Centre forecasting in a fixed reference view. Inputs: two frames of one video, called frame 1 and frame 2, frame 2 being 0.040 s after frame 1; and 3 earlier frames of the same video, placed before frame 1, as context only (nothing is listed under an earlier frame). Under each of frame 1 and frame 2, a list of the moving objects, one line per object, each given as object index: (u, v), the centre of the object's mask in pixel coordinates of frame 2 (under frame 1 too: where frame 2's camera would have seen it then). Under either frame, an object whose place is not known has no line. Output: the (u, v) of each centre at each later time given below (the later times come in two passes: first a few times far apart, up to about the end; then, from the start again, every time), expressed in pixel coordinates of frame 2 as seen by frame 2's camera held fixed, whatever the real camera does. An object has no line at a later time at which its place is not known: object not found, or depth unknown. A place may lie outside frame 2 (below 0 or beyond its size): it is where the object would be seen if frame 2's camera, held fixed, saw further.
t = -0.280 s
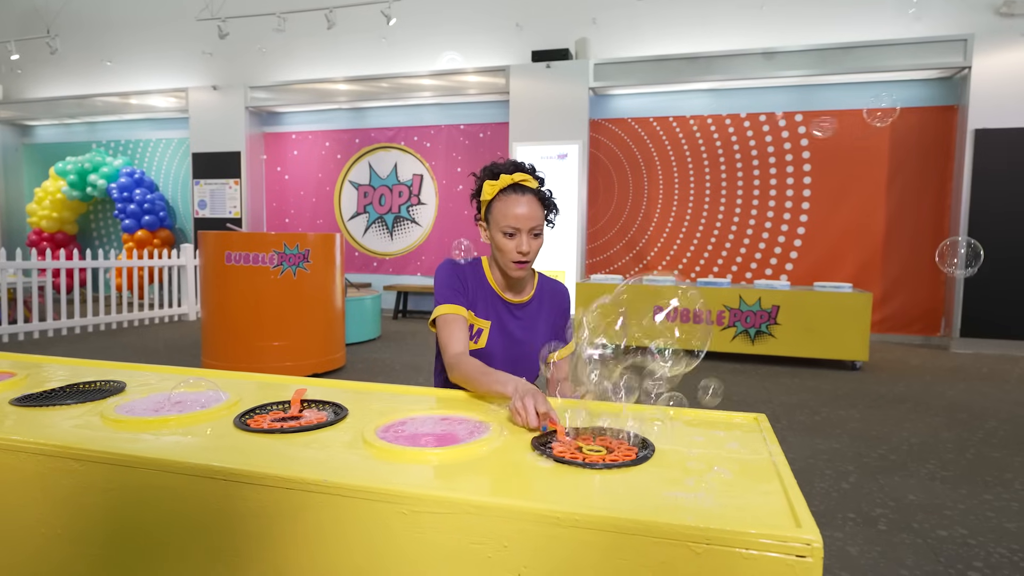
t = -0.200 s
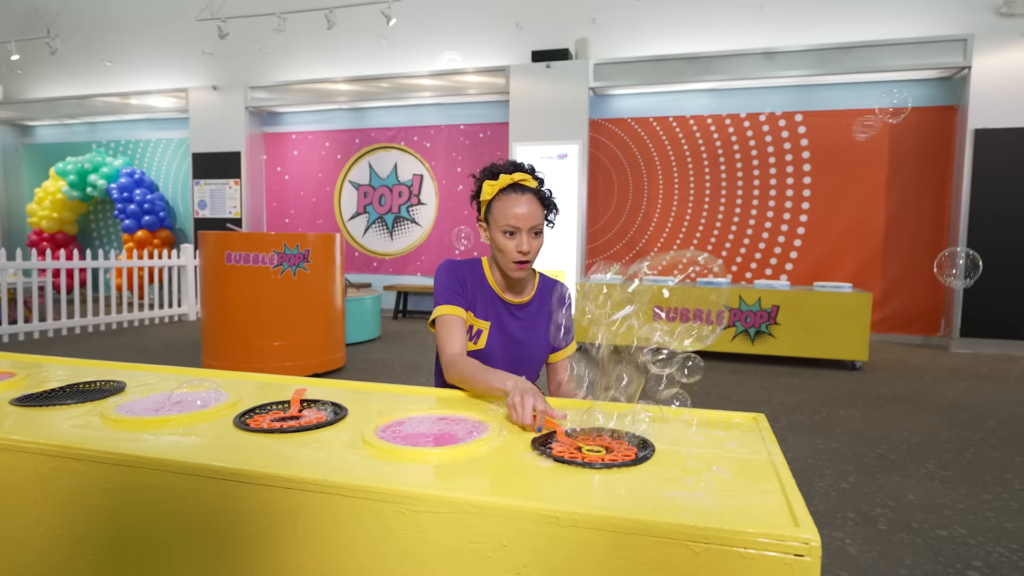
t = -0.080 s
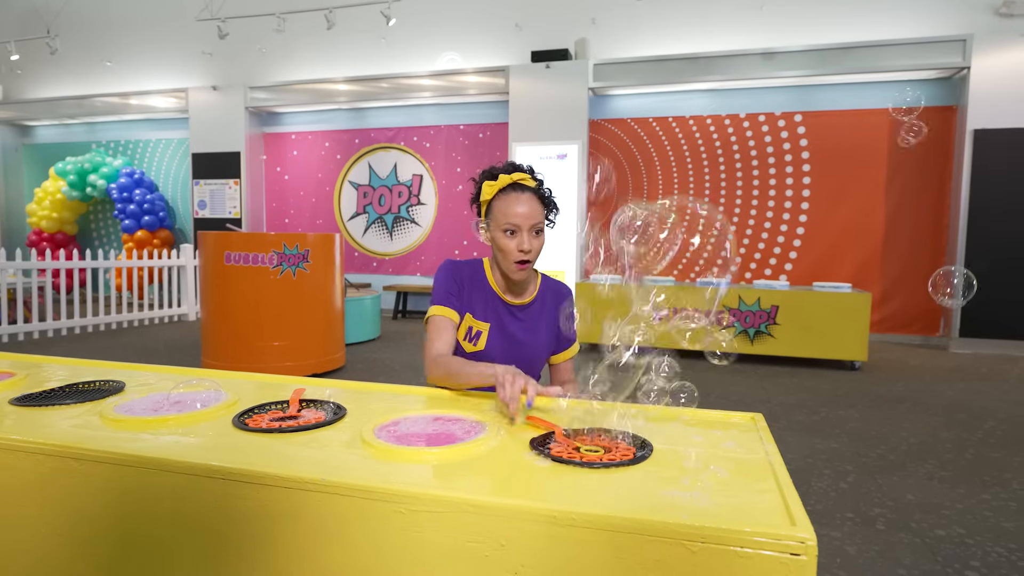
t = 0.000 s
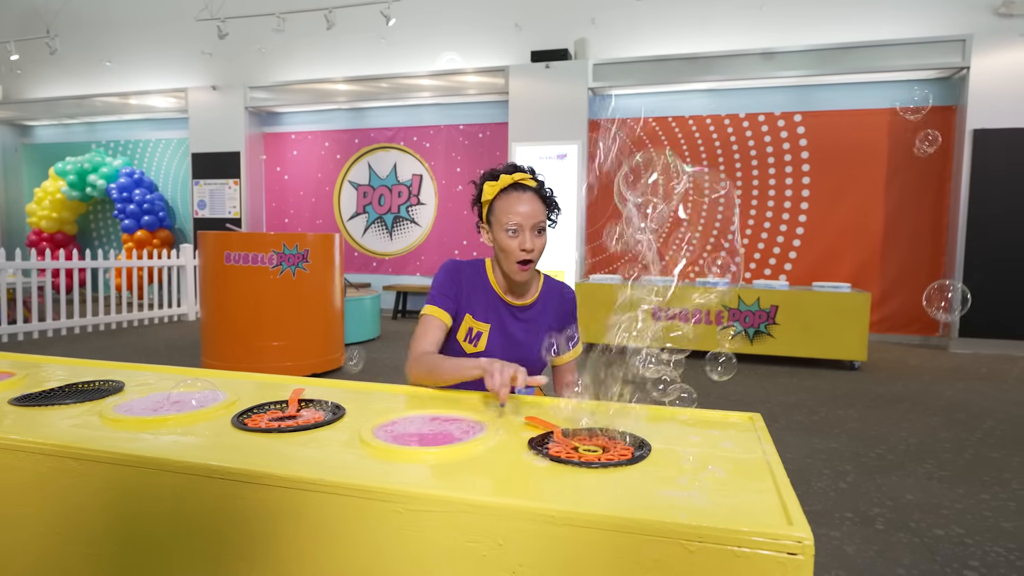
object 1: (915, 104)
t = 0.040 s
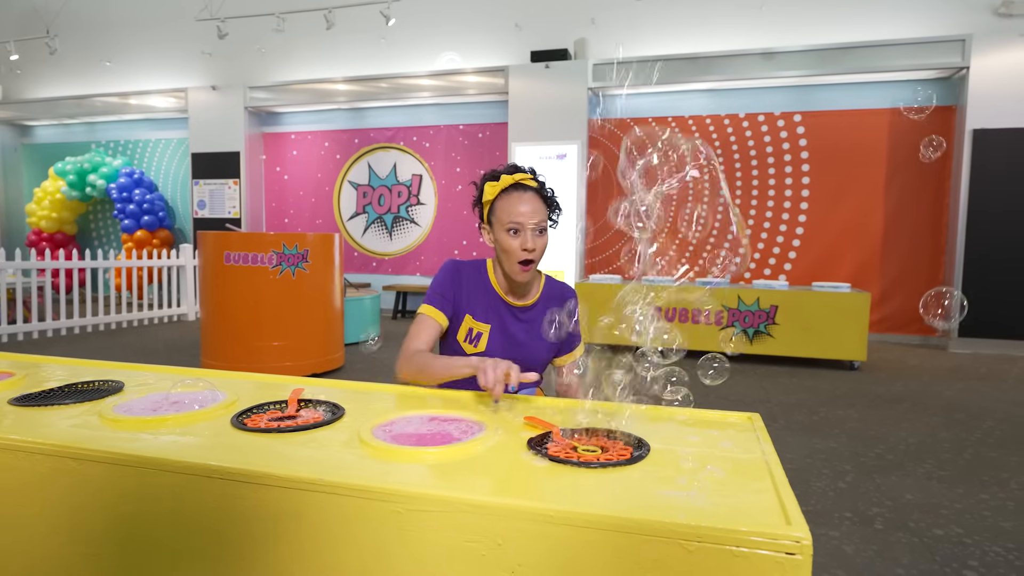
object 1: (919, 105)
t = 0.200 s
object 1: (934, 104)
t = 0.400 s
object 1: (950, 106)
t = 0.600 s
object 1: (969, 108)
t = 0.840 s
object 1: (996, 117)
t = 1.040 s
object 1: (1005, 136)
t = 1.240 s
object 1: (1006, 144)
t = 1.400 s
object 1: (1004, 152)
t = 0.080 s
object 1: (923, 104)
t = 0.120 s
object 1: (926, 104)
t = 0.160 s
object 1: (930, 104)
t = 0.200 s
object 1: (934, 104)
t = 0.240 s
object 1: (937, 104)
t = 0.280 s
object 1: (941, 104)
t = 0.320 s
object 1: (944, 105)
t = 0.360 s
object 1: (947, 105)
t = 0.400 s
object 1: (950, 106)
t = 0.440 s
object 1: (952, 106)
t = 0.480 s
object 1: (954, 106)
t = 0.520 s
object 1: (960, 106)
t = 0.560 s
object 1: (964, 106)
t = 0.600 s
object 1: (969, 108)
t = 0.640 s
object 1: (973, 110)
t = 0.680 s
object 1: (979, 111)
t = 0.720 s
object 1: (984, 111)
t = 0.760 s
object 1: (987, 113)
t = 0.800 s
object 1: (992, 114)
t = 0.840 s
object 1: (996, 117)
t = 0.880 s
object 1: (998, 120)
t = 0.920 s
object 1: (1001, 125)
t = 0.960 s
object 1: (1003, 130)
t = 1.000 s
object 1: (1004, 134)
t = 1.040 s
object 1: (1005, 136)
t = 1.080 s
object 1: (1006, 135)
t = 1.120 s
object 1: (1006, 139)
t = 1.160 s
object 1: (1006, 140)
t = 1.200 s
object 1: (1006, 142)
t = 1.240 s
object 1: (1006, 144)
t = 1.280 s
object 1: (1005, 146)
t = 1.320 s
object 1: (1005, 148)
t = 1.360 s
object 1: (1004, 150)
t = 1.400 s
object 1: (1004, 152)
